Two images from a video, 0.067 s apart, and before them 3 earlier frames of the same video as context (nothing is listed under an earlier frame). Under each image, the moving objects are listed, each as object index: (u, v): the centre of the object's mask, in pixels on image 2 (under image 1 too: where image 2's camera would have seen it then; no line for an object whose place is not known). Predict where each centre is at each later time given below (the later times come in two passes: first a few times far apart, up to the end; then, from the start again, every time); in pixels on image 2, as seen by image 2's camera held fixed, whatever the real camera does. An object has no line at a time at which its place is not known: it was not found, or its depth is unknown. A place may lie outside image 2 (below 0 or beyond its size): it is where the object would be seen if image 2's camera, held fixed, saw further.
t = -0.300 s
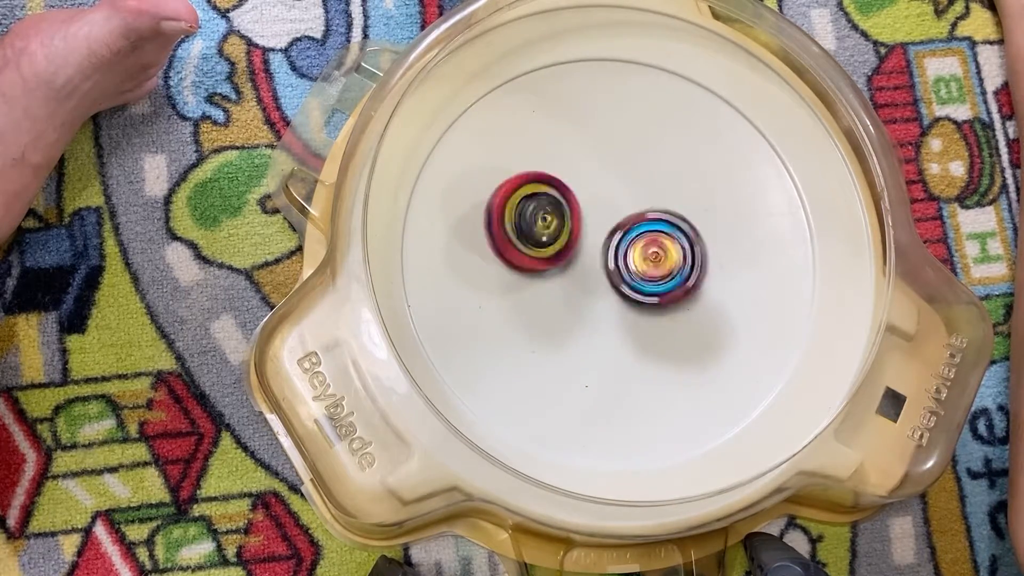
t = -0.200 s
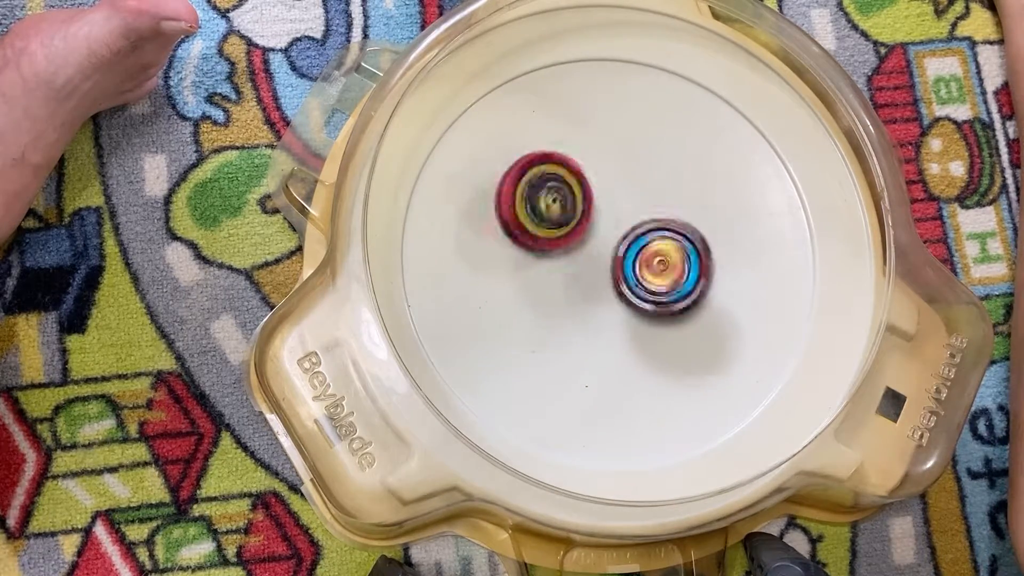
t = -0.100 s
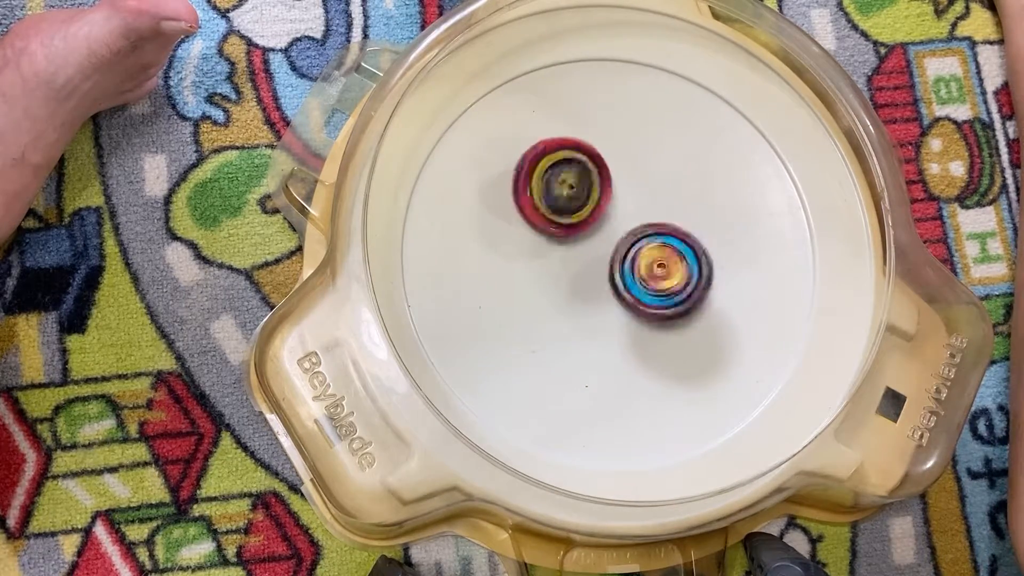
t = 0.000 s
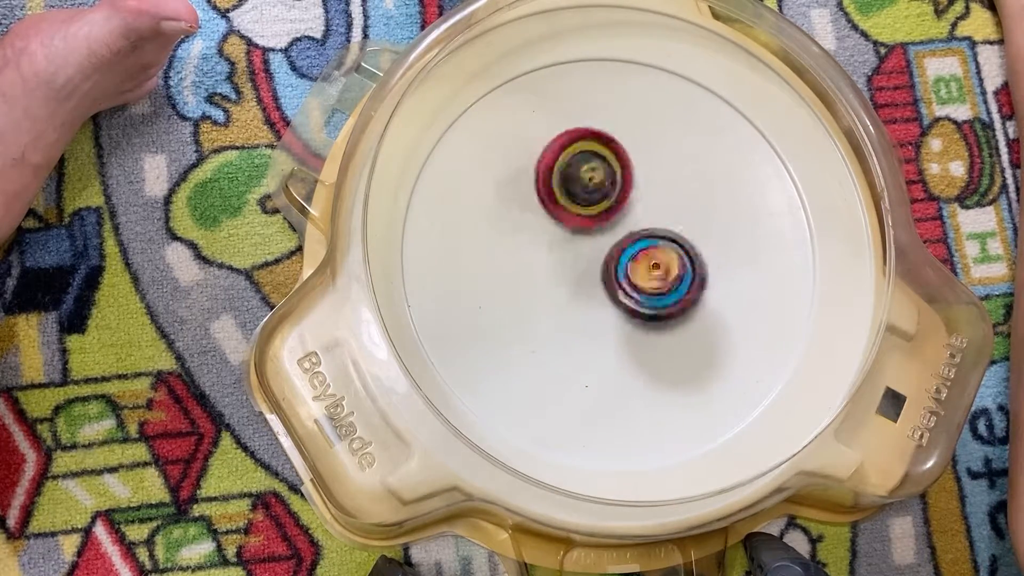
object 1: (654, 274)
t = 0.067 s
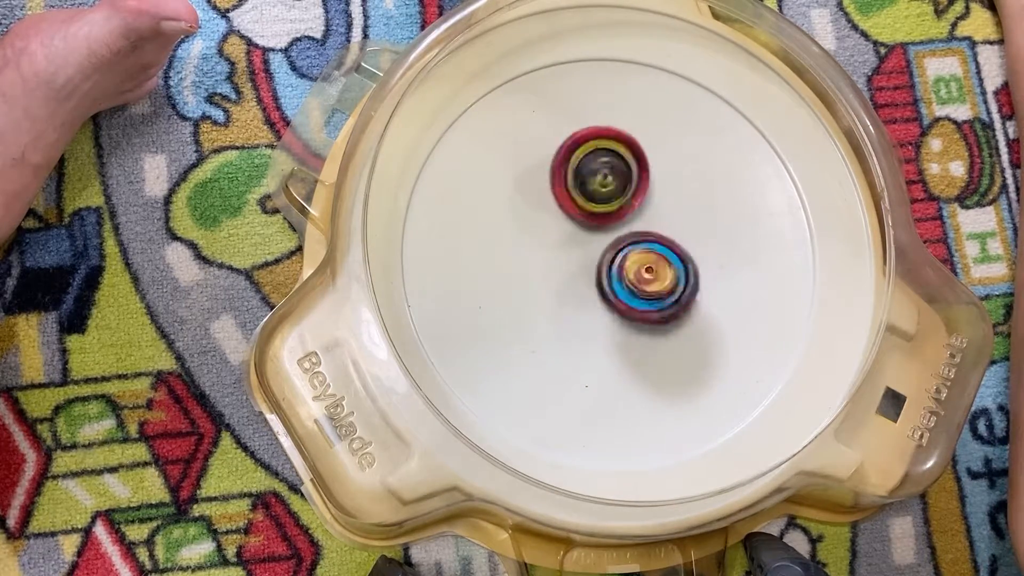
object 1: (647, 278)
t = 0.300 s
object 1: (610, 277)
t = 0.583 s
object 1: (582, 251)
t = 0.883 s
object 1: (599, 235)
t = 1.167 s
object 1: (630, 220)
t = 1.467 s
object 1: (622, 243)
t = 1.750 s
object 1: (633, 247)
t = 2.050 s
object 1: (657, 254)
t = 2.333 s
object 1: (675, 297)
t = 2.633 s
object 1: (627, 296)
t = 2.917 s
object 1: (588, 240)
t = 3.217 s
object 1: (604, 200)
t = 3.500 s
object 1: (639, 232)
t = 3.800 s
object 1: (631, 290)
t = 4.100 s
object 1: (607, 297)
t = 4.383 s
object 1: (604, 254)
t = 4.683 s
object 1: (594, 238)
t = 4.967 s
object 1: (612, 252)
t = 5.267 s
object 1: (627, 253)
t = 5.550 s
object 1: (617, 257)
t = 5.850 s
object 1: (617, 261)
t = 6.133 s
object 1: (612, 262)
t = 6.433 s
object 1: (621, 254)
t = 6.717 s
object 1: (618, 251)
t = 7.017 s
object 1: (617, 234)
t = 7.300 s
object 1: (625, 230)
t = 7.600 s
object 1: (628, 260)
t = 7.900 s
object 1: (652, 262)
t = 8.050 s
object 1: (637, 263)
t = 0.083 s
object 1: (647, 278)
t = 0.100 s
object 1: (645, 278)
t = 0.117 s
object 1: (642, 279)
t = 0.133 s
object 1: (640, 279)
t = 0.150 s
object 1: (637, 280)
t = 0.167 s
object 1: (634, 281)
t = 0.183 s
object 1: (631, 280)
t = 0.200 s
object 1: (628, 280)
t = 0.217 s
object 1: (626, 280)
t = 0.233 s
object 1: (622, 280)
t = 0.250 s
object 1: (619, 279)
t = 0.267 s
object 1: (616, 278)
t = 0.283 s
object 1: (613, 278)
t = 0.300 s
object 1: (610, 277)
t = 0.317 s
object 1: (607, 276)
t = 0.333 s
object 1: (605, 275)
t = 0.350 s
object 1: (601, 273)
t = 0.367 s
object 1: (599, 272)
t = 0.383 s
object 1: (598, 271)
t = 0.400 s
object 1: (595, 269)
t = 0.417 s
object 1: (592, 268)
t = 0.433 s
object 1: (589, 266)
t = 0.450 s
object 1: (589, 265)
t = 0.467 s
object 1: (587, 263)
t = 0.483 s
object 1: (586, 262)
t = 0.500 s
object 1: (585, 260)
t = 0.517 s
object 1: (585, 259)
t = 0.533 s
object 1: (584, 257)
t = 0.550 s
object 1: (582, 254)
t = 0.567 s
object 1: (583, 253)
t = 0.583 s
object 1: (582, 251)
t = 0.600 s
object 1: (583, 250)
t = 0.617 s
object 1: (583, 249)
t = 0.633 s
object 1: (584, 248)
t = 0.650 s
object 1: (585, 246)
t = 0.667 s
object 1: (584, 243)
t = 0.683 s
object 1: (585, 242)
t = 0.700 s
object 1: (586, 240)
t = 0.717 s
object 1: (587, 241)
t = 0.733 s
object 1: (587, 240)
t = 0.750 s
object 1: (587, 240)
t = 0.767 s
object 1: (589, 239)
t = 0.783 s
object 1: (590, 237)
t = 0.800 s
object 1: (592, 236)
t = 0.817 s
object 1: (594, 234)
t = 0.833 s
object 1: (596, 235)
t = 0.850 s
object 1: (597, 235)
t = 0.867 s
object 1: (597, 235)
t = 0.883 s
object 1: (599, 235)
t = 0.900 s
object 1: (602, 234)
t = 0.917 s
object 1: (606, 233)
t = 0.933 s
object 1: (607, 232)
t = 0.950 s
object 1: (611, 233)
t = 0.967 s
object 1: (613, 233)
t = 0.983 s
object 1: (614, 234)
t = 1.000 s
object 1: (615, 234)
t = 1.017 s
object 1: (618, 233)
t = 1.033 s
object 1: (621, 230)
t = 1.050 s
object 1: (622, 227)
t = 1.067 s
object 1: (624, 222)
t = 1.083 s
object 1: (626, 220)
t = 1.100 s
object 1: (628, 220)
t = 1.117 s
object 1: (628, 219)
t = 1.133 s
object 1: (629, 219)
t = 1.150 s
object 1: (630, 219)
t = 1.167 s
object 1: (630, 220)
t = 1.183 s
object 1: (630, 220)
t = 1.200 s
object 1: (630, 221)
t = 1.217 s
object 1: (630, 223)
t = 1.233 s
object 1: (629, 223)
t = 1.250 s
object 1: (629, 224)
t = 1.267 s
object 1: (628, 225)
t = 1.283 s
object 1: (627, 226)
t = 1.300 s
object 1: (626, 227)
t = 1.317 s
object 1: (625, 227)
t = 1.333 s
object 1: (625, 229)
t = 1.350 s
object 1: (624, 231)
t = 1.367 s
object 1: (624, 233)
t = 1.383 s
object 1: (624, 234)
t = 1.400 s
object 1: (624, 236)
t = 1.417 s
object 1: (624, 237)
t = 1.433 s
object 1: (623, 238)
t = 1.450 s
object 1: (623, 239)
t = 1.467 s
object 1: (622, 243)
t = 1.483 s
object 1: (621, 244)
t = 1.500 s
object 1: (625, 245)
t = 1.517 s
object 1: (628, 244)
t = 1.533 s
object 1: (630, 244)
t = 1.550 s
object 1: (632, 243)
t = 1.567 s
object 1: (633, 244)
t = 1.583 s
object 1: (634, 244)
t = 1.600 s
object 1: (634, 244)
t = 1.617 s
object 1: (636, 244)
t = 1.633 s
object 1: (635, 245)
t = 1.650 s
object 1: (635, 246)
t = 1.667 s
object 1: (634, 246)
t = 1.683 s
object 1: (635, 246)
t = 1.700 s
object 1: (634, 247)
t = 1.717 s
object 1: (633, 247)
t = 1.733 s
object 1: (633, 246)
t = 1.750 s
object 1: (633, 247)
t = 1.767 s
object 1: (632, 247)
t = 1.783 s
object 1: (635, 247)
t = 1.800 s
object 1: (639, 248)
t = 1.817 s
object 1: (644, 247)
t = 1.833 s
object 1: (649, 247)
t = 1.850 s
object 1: (653, 249)
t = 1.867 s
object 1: (655, 249)
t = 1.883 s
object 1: (657, 249)
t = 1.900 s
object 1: (658, 250)
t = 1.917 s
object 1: (659, 251)
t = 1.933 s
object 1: (658, 252)
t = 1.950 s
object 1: (658, 251)
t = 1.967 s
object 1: (657, 251)
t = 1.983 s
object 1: (659, 252)
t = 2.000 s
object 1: (659, 252)
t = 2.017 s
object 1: (659, 252)
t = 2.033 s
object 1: (658, 253)
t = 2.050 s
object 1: (657, 254)
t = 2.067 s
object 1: (657, 255)
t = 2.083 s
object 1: (658, 258)
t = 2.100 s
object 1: (660, 261)
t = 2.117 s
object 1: (663, 264)
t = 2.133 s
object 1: (666, 267)
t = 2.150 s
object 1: (668, 270)
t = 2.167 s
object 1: (669, 272)
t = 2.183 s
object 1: (671, 276)
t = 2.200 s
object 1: (673, 278)
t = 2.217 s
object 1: (675, 282)
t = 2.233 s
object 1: (675, 284)
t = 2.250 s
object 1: (675, 286)
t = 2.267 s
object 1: (677, 289)
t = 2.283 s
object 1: (678, 293)
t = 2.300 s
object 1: (677, 295)
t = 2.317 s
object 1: (676, 297)
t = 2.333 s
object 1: (675, 297)
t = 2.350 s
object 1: (675, 299)
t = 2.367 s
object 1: (674, 302)
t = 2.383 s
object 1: (672, 303)
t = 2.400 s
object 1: (671, 304)
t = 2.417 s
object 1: (669, 303)
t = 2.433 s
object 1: (667, 305)
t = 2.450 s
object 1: (664, 306)
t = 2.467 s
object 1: (661, 307)
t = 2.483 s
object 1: (658, 307)
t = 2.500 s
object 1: (656, 306)
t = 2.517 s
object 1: (653, 307)
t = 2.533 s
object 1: (649, 307)
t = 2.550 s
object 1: (645, 305)
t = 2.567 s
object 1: (642, 304)
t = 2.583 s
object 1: (640, 303)
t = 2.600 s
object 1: (635, 302)
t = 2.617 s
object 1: (631, 299)
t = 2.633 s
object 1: (627, 296)
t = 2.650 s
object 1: (624, 294)
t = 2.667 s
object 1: (621, 292)
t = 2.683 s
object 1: (617, 289)
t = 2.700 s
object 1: (614, 286)
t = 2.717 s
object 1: (610, 282)
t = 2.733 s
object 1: (608, 279)
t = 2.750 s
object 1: (605, 276)
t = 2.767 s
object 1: (602, 273)
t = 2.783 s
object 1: (600, 270)
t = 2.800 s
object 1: (597, 266)
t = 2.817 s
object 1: (596, 262)
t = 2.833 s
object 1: (594, 259)
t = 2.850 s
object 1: (592, 254)
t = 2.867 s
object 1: (591, 252)
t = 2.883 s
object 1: (589, 247)
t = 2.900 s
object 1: (590, 243)
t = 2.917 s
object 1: (588, 240)
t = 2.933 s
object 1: (588, 237)
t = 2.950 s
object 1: (587, 233)
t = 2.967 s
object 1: (587, 229)
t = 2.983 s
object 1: (587, 227)
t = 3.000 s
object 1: (587, 224)
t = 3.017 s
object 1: (587, 220)
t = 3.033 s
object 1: (588, 217)
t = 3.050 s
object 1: (589, 215)
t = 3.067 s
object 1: (590, 214)
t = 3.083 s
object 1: (590, 211)
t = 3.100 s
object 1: (591, 208)
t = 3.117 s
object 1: (593, 206)
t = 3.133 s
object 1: (595, 204)
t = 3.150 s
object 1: (596, 205)
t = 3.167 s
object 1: (597, 204)
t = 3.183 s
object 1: (599, 202)
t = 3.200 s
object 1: (602, 200)
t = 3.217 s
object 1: (604, 200)
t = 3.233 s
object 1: (606, 202)
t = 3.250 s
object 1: (607, 202)
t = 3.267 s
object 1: (609, 202)
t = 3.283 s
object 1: (612, 202)
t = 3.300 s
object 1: (616, 203)
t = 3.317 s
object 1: (618, 205)
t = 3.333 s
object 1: (619, 206)
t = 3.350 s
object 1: (622, 207)
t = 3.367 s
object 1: (625, 209)
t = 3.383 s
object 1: (628, 212)
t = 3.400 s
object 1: (630, 215)
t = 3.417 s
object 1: (631, 217)
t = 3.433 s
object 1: (633, 219)
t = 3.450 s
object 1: (635, 221)
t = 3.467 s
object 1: (638, 226)
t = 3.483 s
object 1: (638, 229)
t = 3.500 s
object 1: (639, 232)
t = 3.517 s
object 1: (640, 235)
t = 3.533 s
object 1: (642, 238)
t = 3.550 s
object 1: (643, 244)
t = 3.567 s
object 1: (643, 248)
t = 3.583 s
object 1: (642, 251)
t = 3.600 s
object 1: (642, 254)
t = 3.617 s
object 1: (643, 257)
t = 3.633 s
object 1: (643, 261)
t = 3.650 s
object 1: (642, 265)
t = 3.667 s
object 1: (641, 269)
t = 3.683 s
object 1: (640, 271)
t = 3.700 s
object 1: (640, 274)
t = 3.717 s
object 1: (639, 277)
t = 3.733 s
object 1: (637, 281)
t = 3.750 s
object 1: (635, 283)
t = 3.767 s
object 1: (633, 285)
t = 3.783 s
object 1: (633, 287)
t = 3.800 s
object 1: (631, 290)
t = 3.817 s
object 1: (630, 294)
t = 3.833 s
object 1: (629, 297)
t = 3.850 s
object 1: (628, 299)
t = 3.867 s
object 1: (627, 300)
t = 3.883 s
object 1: (626, 302)
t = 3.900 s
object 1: (625, 303)
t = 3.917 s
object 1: (624, 303)
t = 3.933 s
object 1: (623, 300)
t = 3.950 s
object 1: (623, 301)
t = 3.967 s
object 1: (623, 301)
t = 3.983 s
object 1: (620, 303)
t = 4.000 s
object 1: (617, 304)
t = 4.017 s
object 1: (615, 303)
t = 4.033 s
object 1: (613, 302)
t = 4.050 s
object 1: (613, 301)
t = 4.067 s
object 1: (611, 300)
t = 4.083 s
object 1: (609, 299)
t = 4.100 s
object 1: (607, 297)
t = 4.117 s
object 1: (605, 295)
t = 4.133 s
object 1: (606, 292)
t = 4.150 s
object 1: (605, 292)
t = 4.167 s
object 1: (603, 290)
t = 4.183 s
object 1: (602, 287)
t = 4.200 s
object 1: (601, 283)
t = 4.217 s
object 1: (600, 281)
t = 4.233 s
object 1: (601, 279)
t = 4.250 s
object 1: (600, 277)
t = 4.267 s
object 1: (599, 274)
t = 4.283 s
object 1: (599, 270)
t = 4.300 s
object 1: (599, 268)
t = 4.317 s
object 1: (601, 265)
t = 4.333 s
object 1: (602, 264)
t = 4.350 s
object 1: (601, 261)
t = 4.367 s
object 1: (602, 257)
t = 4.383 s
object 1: (604, 254)
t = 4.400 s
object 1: (605, 251)
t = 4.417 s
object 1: (606, 250)
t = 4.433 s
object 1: (603, 248)
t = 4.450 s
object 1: (600, 244)
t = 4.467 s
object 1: (598, 242)
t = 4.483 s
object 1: (595, 241)
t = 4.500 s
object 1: (593, 239)
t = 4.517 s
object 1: (591, 238)
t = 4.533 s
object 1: (591, 236)
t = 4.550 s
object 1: (591, 236)
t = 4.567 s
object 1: (592, 237)
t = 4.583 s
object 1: (592, 237)
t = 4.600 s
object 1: (593, 239)
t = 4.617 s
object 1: (592, 240)
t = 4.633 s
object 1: (592, 241)
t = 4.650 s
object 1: (592, 241)
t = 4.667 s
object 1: (593, 240)
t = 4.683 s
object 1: (594, 238)
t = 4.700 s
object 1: (597, 237)
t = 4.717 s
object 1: (599, 237)
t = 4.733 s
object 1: (600, 237)
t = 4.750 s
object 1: (602, 238)
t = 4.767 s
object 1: (603, 239)
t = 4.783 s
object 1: (603, 240)
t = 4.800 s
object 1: (604, 241)
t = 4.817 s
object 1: (605, 241)
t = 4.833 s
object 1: (606, 242)
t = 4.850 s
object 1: (606, 244)
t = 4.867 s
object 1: (606, 245)
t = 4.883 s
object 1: (606, 247)
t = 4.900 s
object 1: (608, 248)
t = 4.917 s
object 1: (610, 249)
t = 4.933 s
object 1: (611, 250)
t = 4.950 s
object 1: (612, 253)
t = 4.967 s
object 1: (612, 252)
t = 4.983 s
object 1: (614, 249)
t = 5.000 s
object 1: (616, 249)
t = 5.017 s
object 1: (617, 248)
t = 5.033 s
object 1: (618, 247)
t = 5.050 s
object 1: (619, 246)
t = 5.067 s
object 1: (620, 246)
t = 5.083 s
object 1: (620, 247)
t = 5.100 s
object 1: (620, 247)
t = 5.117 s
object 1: (620, 249)
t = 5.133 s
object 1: (620, 249)
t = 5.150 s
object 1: (619, 251)
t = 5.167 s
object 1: (619, 252)
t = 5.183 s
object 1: (619, 252)
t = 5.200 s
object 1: (619, 251)
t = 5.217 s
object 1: (622, 250)
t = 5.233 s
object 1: (623, 250)
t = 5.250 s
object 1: (625, 251)
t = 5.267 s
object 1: (627, 253)
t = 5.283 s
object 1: (626, 253)
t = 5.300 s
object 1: (626, 254)
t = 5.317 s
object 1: (625, 254)
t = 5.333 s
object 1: (624, 253)
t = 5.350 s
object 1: (623, 252)
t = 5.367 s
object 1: (623, 251)
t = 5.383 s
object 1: (623, 250)
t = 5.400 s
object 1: (623, 250)
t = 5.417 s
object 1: (623, 251)
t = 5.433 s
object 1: (623, 253)
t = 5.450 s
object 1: (623, 255)
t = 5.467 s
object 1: (622, 256)
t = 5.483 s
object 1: (621, 258)
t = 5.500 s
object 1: (619, 259)
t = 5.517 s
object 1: (618, 259)
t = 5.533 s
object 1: (617, 258)
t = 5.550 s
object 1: (617, 257)
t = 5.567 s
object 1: (618, 256)
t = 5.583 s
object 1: (619, 256)
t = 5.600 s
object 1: (620, 256)
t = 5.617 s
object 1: (622, 256)
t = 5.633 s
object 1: (624, 258)
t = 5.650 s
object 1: (625, 261)
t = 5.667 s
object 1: (624, 261)
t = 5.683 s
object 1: (624, 261)
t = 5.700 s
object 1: (622, 260)
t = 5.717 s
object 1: (620, 258)
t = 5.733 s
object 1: (620, 256)
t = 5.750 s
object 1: (620, 254)
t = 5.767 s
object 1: (620, 253)
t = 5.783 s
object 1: (621, 255)
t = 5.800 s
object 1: (620, 257)
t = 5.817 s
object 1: (619, 258)
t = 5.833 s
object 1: (618, 259)
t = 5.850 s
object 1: (617, 261)
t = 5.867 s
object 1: (616, 260)
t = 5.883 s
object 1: (617, 261)
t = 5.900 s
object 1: (618, 261)
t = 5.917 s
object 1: (619, 263)
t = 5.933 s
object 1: (619, 264)
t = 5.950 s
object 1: (619, 265)
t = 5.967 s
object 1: (618, 265)
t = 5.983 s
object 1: (617, 266)
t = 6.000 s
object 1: (615, 264)
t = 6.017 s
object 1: (614, 263)
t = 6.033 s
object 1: (614, 262)
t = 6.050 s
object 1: (614, 262)
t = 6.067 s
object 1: (614, 261)
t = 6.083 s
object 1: (614, 262)
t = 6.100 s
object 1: (615, 263)
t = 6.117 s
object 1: (614, 263)
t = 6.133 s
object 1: (612, 262)
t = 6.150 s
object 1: (611, 261)
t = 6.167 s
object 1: (610, 260)
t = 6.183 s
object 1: (610, 260)
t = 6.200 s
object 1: (610, 260)
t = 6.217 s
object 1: (611, 259)
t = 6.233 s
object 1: (612, 260)
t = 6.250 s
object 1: (613, 261)
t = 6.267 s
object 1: (613, 261)
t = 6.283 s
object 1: (614, 261)
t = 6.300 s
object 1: (614, 260)
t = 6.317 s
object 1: (614, 260)
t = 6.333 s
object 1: (614, 259)
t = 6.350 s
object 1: (616, 256)
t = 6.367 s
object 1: (617, 256)
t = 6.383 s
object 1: (618, 255)
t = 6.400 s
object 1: (620, 255)
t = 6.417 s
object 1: (621, 255)
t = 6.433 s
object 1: (621, 254)
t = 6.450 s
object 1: (621, 255)
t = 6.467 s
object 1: (620, 253)
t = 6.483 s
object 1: (619, 253)
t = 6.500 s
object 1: (618, 251)
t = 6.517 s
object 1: (618, 249)
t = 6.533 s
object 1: (617, 248)
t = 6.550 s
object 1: (618, 248)
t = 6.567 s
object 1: (619, 248)
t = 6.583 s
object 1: (619, 248)
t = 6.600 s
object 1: (619, 249)
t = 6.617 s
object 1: (620, 251)
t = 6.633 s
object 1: (621, 252)
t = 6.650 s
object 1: (621, 253)
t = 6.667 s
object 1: (620, 253)
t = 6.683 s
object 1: (619, 252)
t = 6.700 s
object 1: (618, 251)
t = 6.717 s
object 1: (618, 251)
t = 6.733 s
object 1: (616, 249)
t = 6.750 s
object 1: (616, 249)
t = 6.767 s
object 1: (615, 248)
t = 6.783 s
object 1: (614, 248)
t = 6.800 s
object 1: (613, 247)
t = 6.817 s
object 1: (612, 245)
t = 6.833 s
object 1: (612, 243)
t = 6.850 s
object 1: (611, 241)
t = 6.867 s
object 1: (612, 240)
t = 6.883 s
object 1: (613, 239)
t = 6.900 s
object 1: (614, 241)
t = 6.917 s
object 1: (615, 242)
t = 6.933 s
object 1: (615, 243)
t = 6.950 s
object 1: (614, 242)
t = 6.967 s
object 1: (615, 240)
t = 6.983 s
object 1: (615, 237)
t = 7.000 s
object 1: (616, 236)
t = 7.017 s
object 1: (617, 234)
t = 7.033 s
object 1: (619, 233)
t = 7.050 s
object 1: (621, 233)
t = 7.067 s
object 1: (622, 233)
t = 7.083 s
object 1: (622, 232)
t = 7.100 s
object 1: (621, 230)
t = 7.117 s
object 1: (621, 229)
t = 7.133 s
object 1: (622, 227)
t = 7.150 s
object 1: (623, 226)
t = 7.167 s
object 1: (624, 225)
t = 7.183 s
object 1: (624, 225)
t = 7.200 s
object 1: (625, 224)
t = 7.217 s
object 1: (626, 224)
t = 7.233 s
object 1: (627, 225)
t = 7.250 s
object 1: (627, 225)
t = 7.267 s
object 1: (627, 227)
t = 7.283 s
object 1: (626, 228)
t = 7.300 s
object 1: (625, 230)
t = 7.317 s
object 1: (623, 230)
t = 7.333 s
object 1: (621, 232)
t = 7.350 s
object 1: (621, 233)
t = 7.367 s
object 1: (619, 233)
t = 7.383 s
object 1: (617, 233)
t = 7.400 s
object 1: (616, 233)
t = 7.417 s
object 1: (615, 233)
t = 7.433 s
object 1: (615, 235)
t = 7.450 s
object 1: (616, 237)
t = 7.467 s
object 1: (616, 240)
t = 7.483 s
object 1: (615, 244)
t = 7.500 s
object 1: (615, 246)
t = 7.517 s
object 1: (616, 248)
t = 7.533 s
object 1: (617, 250)
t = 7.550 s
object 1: (619, 253)
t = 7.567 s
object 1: (621, 254)
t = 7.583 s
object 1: (624, 257)
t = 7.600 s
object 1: (628, 260)
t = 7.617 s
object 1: (631, 261)
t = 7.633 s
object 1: (634, 261)
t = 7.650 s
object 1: (636, 261)
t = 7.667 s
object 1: (639, 260)
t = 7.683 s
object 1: (642, 259)
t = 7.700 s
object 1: (645, 258)
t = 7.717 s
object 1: (647, 258)
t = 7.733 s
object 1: (649, 259)
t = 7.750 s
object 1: (650, 259)
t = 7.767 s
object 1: (651, 259)
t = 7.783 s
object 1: (652, 259)
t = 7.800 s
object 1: (652, 259)
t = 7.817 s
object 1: (654, 259)
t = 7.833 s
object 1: (655, 260)
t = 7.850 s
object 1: (655, 260)
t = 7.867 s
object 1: (655, 261)
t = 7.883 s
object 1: (654, 262)
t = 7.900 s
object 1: (652, 262)
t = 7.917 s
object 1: (651, 261)
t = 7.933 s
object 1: (649, 262)
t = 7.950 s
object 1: (648, 260)
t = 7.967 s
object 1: (646, 260)
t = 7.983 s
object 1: (646, 263)
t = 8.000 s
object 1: (644, 264)
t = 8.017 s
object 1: (642, 265)
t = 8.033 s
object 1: (640, 263)
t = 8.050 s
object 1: (637, 263)
